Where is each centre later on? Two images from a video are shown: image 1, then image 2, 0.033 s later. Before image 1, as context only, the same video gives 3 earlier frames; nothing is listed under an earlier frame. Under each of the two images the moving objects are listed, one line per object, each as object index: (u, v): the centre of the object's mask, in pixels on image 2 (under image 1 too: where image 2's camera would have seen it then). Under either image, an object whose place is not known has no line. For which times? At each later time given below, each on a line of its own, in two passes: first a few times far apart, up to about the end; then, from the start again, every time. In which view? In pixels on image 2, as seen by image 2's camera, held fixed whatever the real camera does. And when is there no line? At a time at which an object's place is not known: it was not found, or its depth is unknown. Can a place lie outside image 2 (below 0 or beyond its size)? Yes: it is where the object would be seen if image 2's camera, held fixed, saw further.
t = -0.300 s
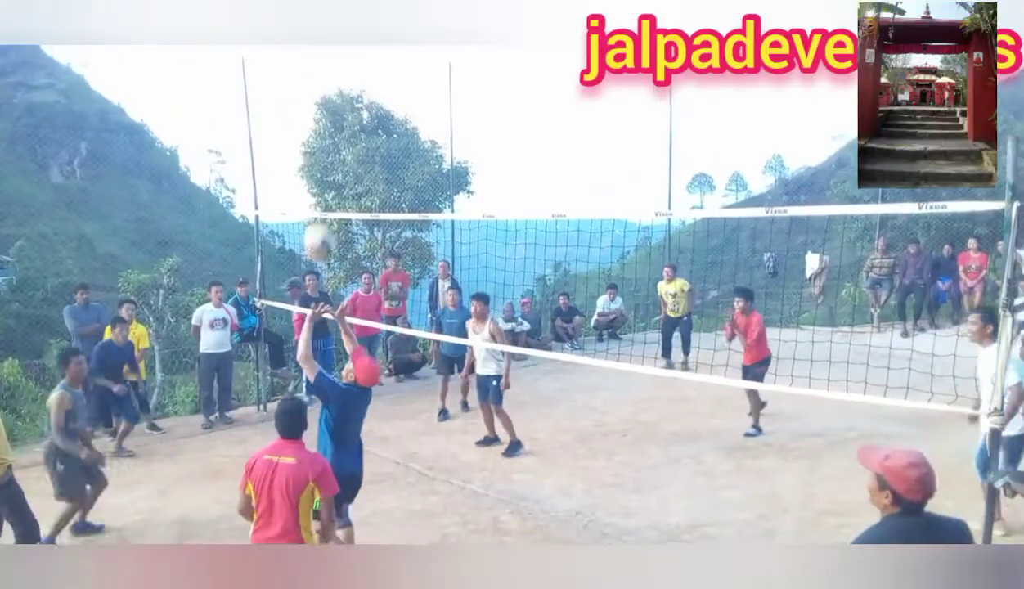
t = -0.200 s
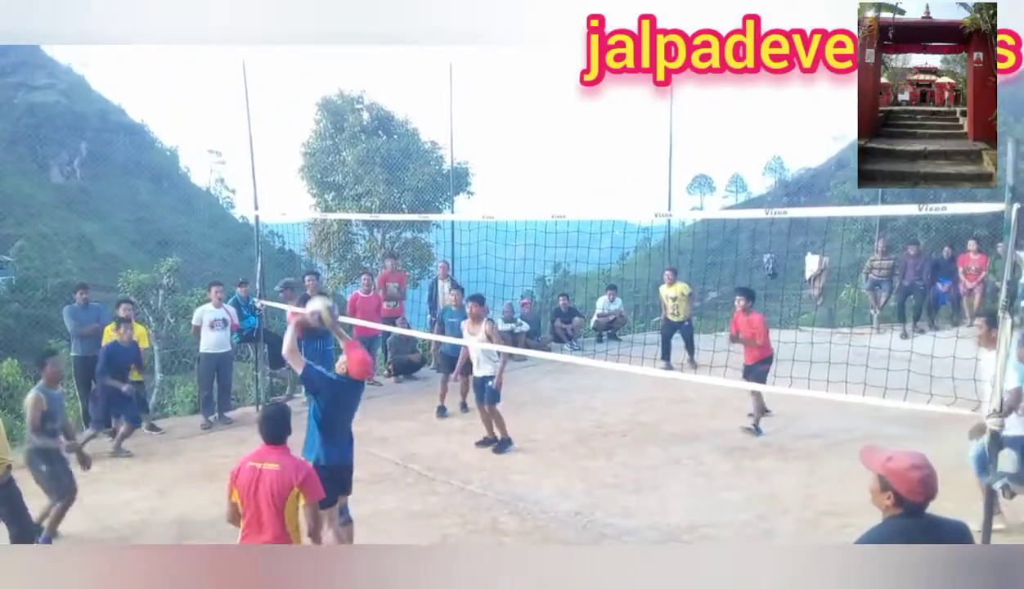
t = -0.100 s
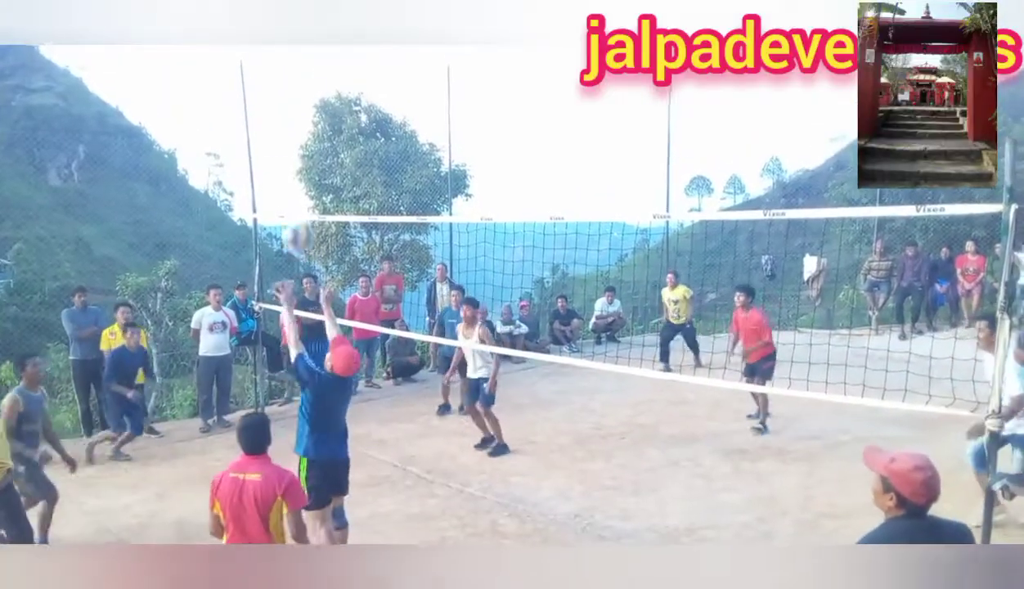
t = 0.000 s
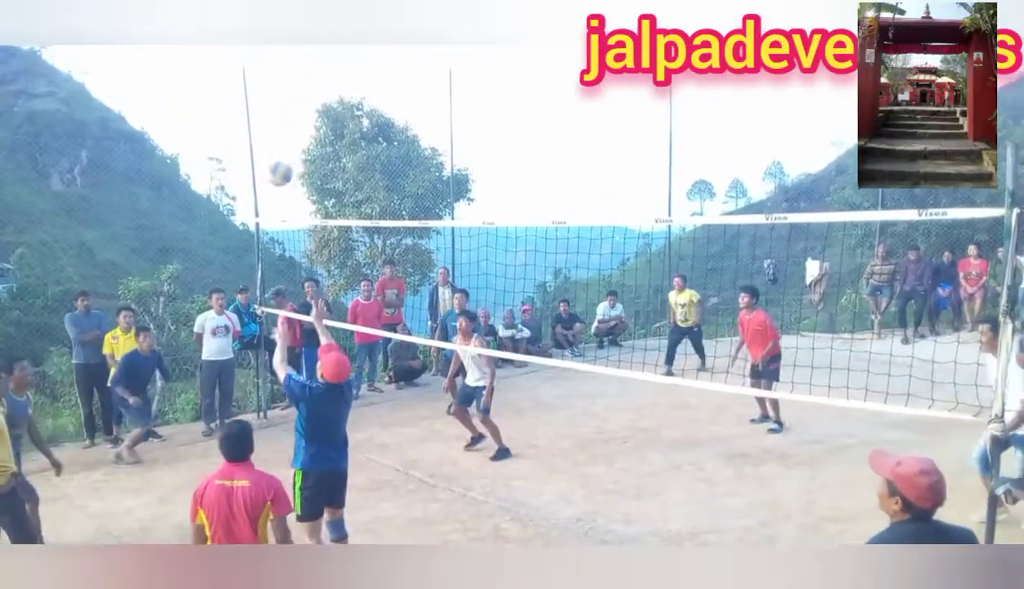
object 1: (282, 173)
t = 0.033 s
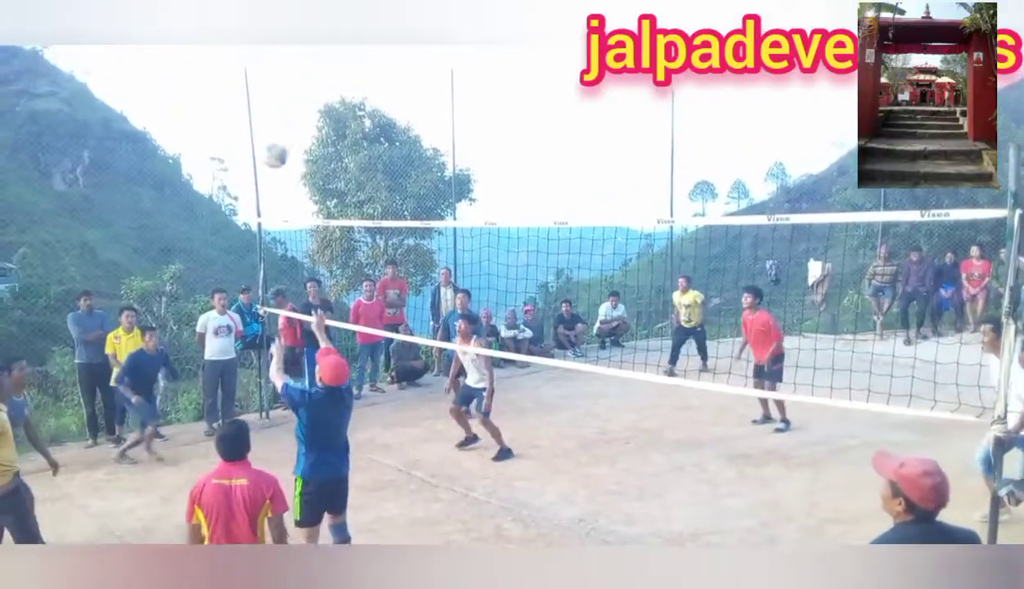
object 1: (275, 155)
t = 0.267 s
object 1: (235, 79)
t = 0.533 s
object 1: (205, 83)
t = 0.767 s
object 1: (185, 150)
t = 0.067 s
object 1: (269, 139)
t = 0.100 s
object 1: (263, 124)
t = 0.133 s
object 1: (258, 113)
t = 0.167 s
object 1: (252, 102)
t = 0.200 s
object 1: (247, 94)
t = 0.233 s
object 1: (240, 85)
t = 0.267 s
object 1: (235, 79)
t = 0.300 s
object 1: (230, 75)
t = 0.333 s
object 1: (225, 72)
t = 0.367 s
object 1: (221, 70)
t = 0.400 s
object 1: (217, 71)
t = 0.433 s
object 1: (214, 72)
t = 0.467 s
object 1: (209, 75)
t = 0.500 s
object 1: (206, 78)
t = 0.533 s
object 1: (205, 83)
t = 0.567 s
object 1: (202, 90)
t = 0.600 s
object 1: (199, 97)
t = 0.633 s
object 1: (196, 106)
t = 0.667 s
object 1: (193, 116)
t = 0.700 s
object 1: (190, 126)
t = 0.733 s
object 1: (188, 138)
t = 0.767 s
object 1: (185, 150)
